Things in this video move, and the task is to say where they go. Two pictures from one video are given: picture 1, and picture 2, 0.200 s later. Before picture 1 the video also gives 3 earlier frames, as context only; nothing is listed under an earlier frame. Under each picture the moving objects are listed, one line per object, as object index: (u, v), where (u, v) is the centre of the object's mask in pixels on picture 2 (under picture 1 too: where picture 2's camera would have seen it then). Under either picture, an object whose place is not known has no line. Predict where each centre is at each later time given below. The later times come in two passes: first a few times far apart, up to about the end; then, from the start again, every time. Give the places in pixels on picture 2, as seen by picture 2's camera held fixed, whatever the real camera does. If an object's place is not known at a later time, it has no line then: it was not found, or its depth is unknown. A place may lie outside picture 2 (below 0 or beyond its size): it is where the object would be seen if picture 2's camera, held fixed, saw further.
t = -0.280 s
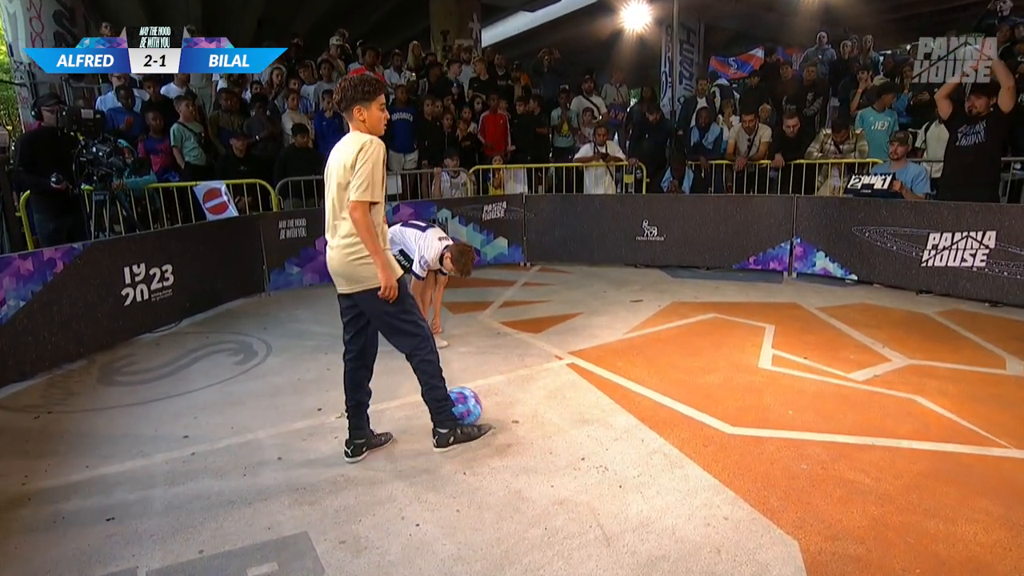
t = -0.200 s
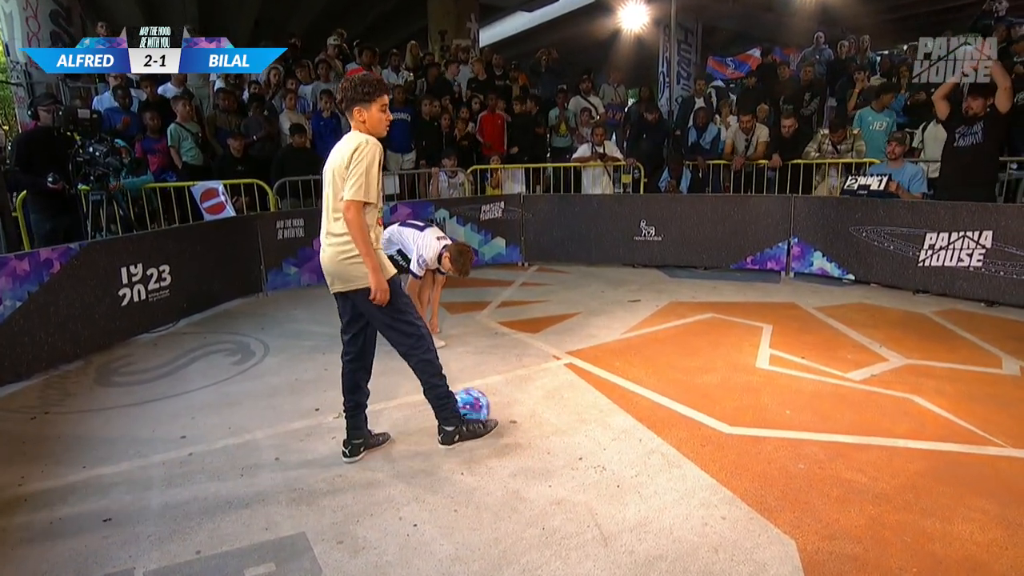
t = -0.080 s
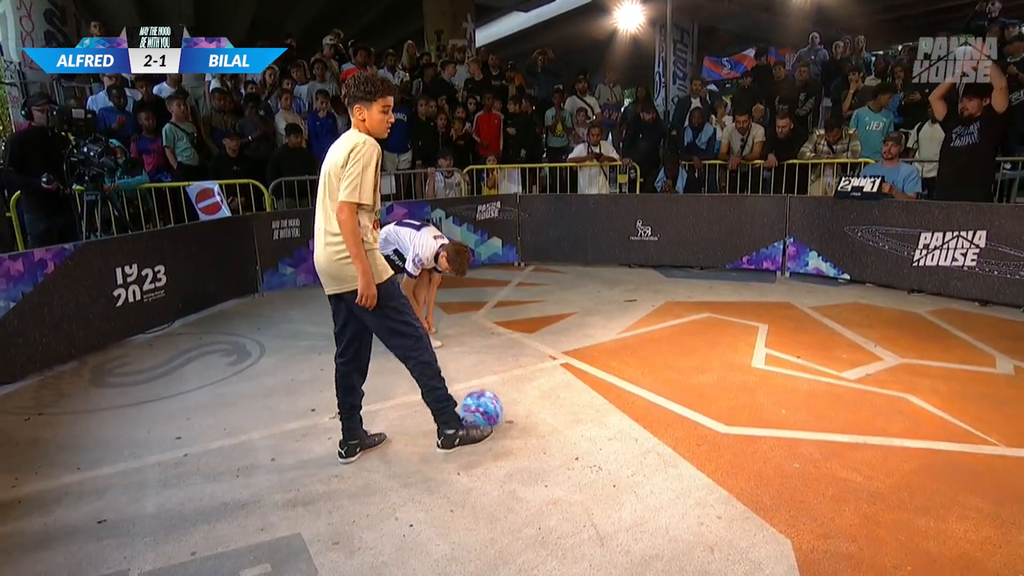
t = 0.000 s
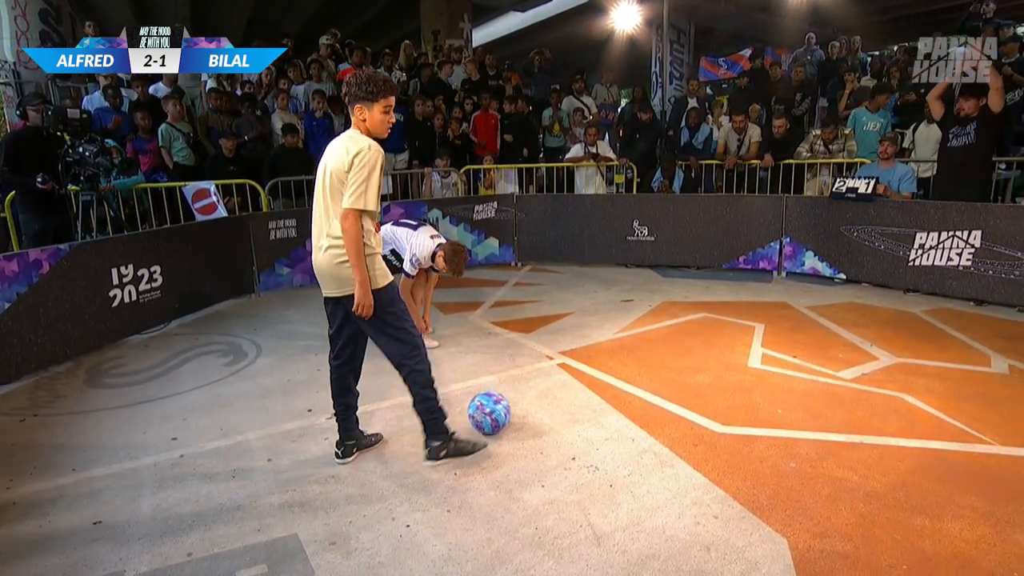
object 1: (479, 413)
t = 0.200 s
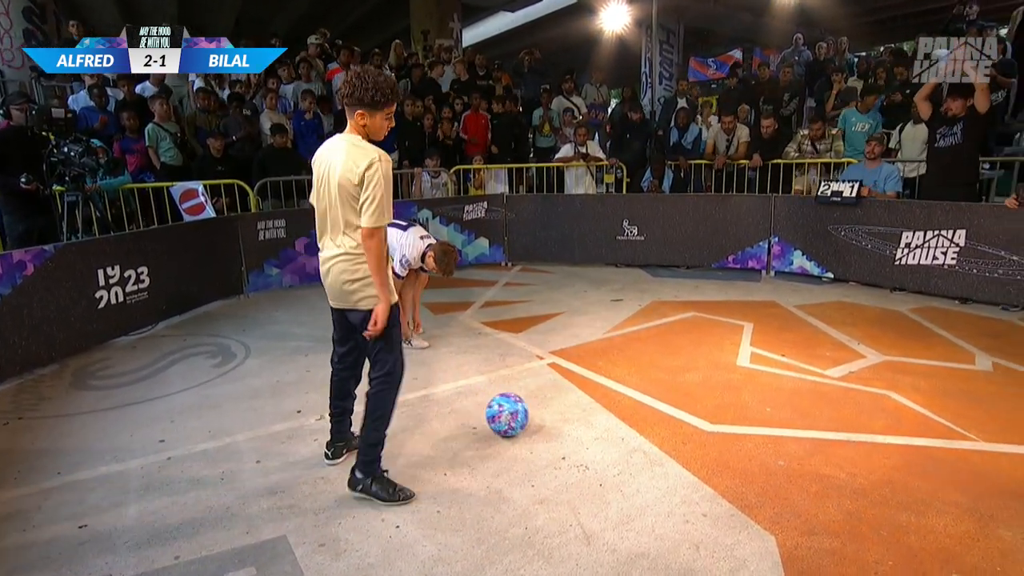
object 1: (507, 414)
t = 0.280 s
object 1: (518, 415)
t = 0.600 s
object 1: (558, 417)
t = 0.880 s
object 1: (591, 419)
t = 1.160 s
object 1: (624, 420)
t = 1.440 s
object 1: (655, 421)
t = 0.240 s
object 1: (513, 415)
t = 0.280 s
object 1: (518, 415)
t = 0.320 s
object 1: (523, 415)
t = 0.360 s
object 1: (528, 416)
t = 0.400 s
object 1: (533, 416)
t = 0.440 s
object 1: (538, 416)
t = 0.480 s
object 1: (543, 417)
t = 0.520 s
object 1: (548, 417)
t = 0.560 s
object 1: (553, 417)
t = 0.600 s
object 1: (558, 417)
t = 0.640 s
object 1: (562, 418)
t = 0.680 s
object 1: (567, 418)
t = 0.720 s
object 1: (572, 418)
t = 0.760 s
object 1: (577, 418)
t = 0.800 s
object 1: (581, 418)
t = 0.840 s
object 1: (586, 418)
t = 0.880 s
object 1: (591, 419)
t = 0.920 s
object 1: (595, 419)
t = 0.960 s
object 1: (600, 419)
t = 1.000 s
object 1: (605, 419)
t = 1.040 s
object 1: (609, 419)
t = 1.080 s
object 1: (614, 419)
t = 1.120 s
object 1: (619, 420)
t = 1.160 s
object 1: (624, 420)
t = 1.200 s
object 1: (628, 420)
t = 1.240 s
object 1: (633, 420)
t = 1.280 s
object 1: (637, 420)
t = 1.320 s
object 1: (642, 420)
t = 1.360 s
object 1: (646, 421)
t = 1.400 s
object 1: (651, 421)
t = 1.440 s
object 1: (655, 421)
